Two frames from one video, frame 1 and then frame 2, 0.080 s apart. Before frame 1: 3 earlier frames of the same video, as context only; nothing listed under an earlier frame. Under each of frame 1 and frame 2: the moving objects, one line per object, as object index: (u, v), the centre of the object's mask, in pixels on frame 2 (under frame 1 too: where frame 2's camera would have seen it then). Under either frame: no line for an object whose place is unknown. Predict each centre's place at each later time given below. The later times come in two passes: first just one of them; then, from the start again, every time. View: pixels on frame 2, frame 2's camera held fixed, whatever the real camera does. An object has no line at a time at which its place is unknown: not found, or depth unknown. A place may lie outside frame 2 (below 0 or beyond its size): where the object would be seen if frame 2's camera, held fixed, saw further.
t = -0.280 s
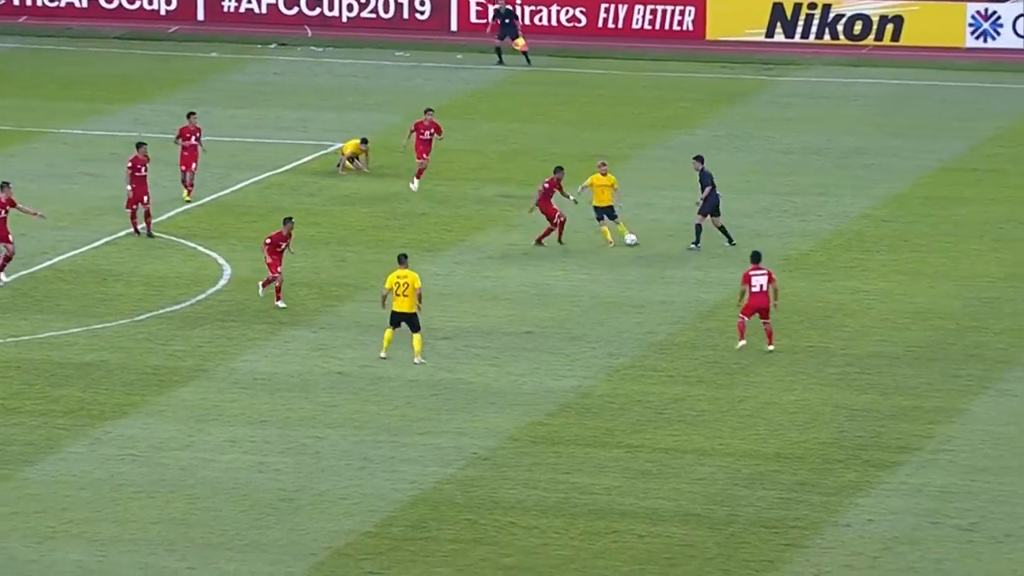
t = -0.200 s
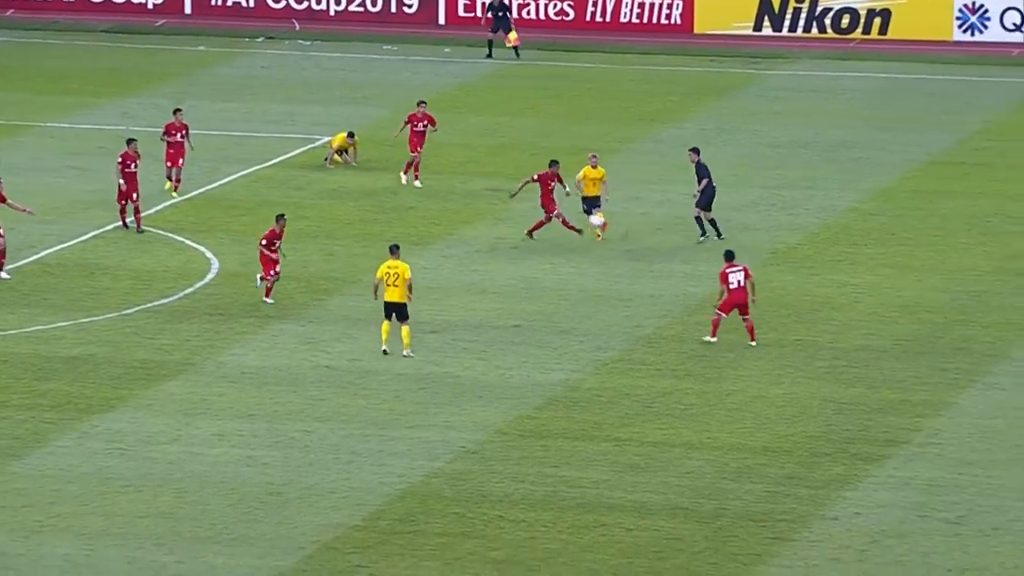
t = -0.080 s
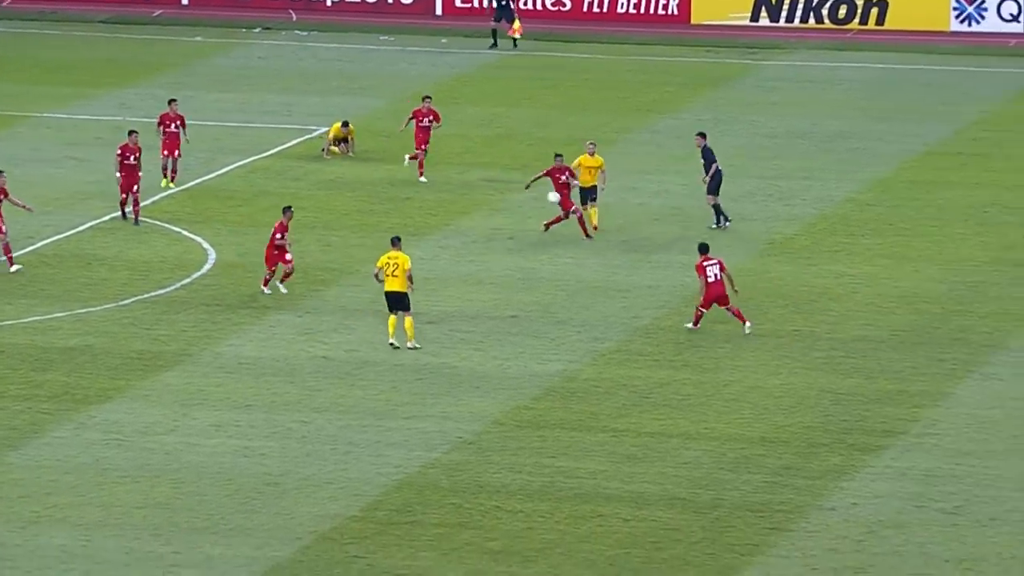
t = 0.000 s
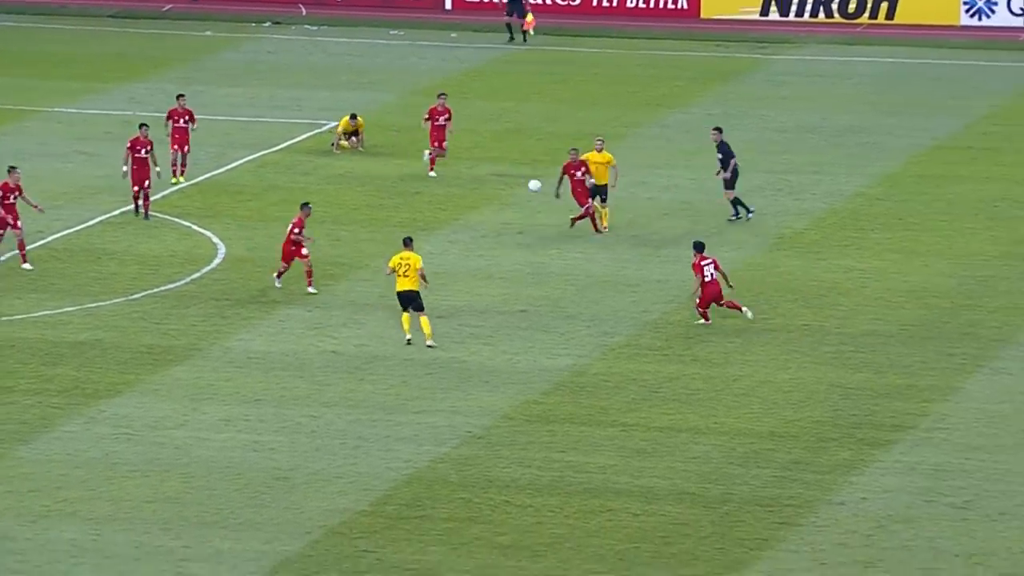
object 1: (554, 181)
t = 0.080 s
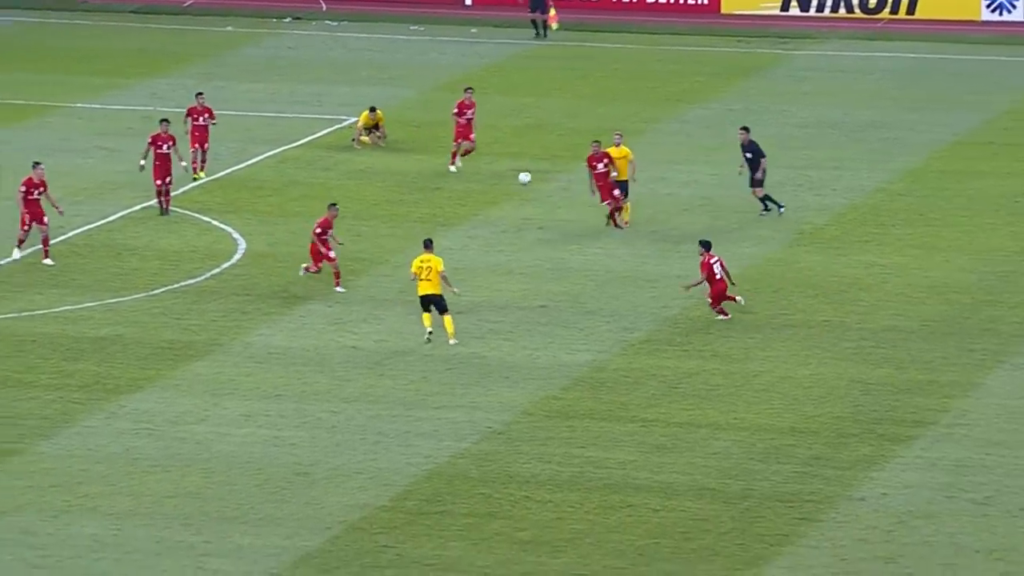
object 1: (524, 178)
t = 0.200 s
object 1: (477, 178)
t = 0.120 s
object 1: (509, 177)
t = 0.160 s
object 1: (494, 177)
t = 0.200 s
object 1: (477, 178)
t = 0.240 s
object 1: (461, 179)
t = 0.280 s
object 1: (444, 181)
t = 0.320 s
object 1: (426, 184)
